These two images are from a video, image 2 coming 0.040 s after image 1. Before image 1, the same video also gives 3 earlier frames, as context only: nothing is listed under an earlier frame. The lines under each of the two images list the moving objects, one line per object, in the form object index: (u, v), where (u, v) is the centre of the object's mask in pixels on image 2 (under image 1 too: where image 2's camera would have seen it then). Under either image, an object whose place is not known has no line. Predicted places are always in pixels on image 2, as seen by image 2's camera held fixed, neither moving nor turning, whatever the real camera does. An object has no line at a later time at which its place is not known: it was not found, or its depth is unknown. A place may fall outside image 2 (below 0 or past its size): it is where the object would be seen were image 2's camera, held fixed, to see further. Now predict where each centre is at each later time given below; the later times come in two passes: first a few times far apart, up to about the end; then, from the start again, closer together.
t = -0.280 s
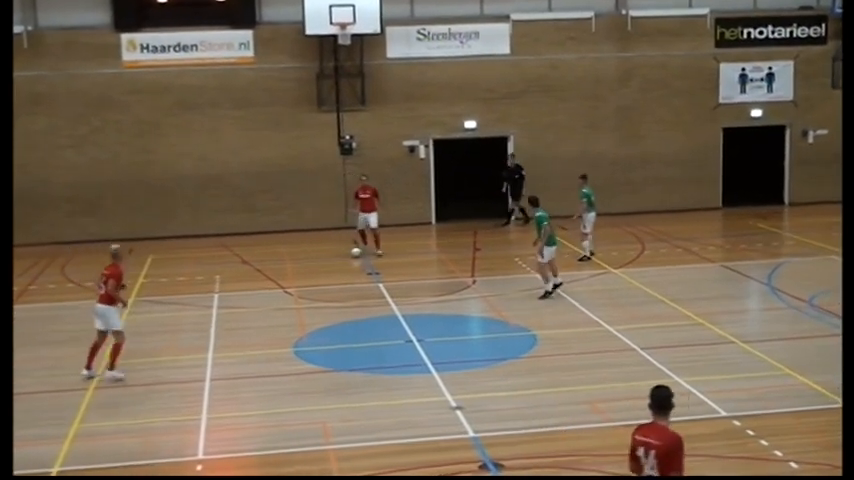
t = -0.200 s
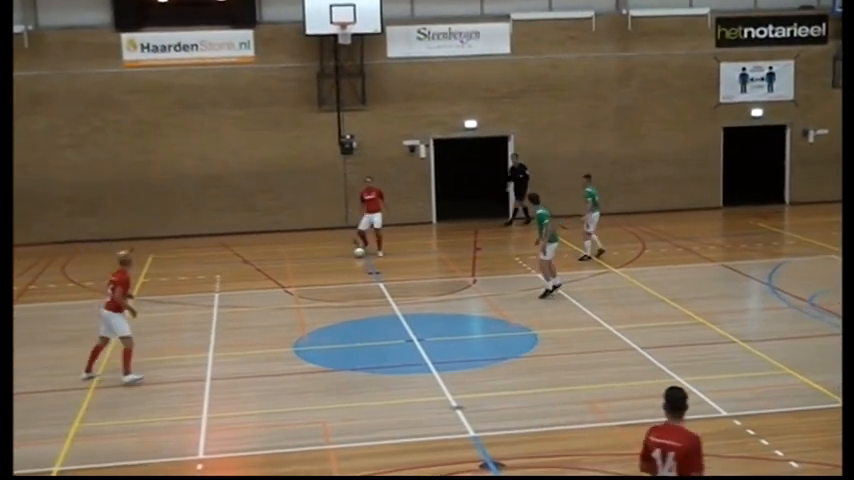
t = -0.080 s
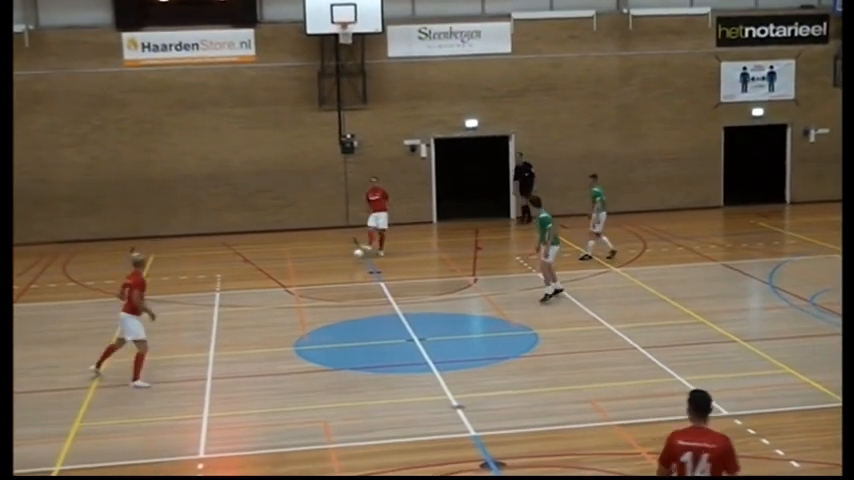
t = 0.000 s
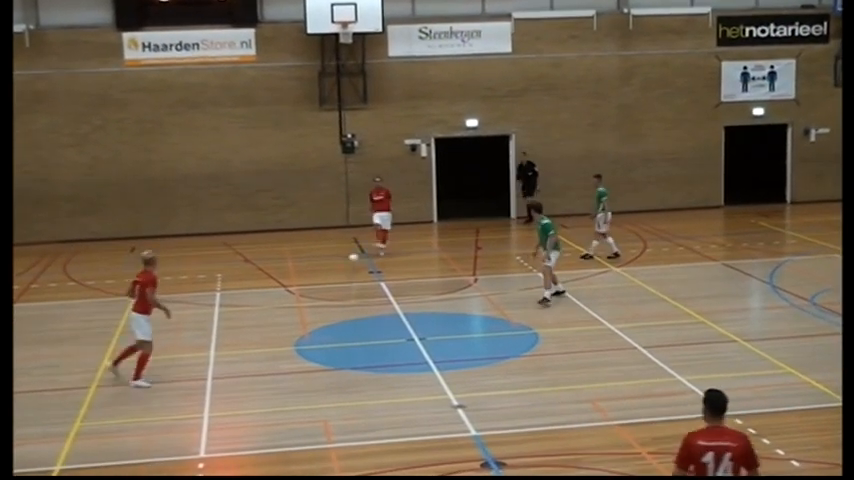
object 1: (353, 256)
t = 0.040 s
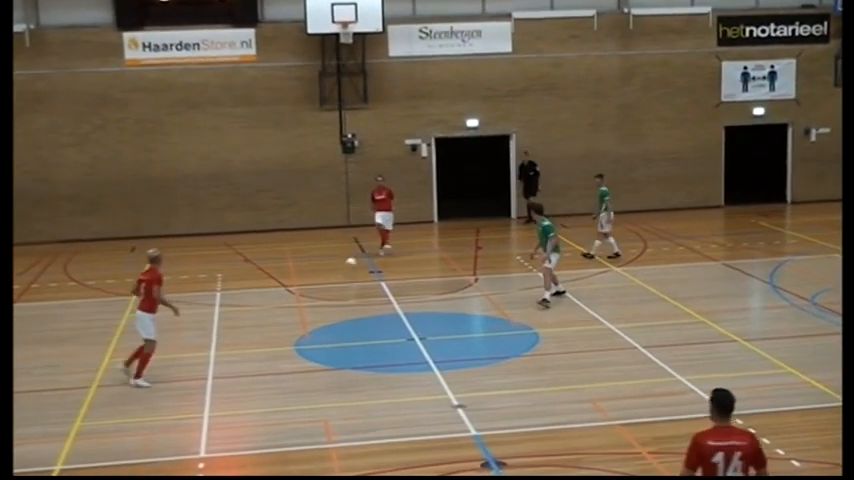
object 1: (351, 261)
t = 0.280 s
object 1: (333, 296)
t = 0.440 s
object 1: (321, 318)
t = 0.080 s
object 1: (348, 266)
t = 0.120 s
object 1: (345, 272)
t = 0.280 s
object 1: (333, 296)
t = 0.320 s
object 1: (331, 299)
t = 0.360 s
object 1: (328, 304)
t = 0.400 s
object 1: (325, 311)
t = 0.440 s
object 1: (321, 318)
